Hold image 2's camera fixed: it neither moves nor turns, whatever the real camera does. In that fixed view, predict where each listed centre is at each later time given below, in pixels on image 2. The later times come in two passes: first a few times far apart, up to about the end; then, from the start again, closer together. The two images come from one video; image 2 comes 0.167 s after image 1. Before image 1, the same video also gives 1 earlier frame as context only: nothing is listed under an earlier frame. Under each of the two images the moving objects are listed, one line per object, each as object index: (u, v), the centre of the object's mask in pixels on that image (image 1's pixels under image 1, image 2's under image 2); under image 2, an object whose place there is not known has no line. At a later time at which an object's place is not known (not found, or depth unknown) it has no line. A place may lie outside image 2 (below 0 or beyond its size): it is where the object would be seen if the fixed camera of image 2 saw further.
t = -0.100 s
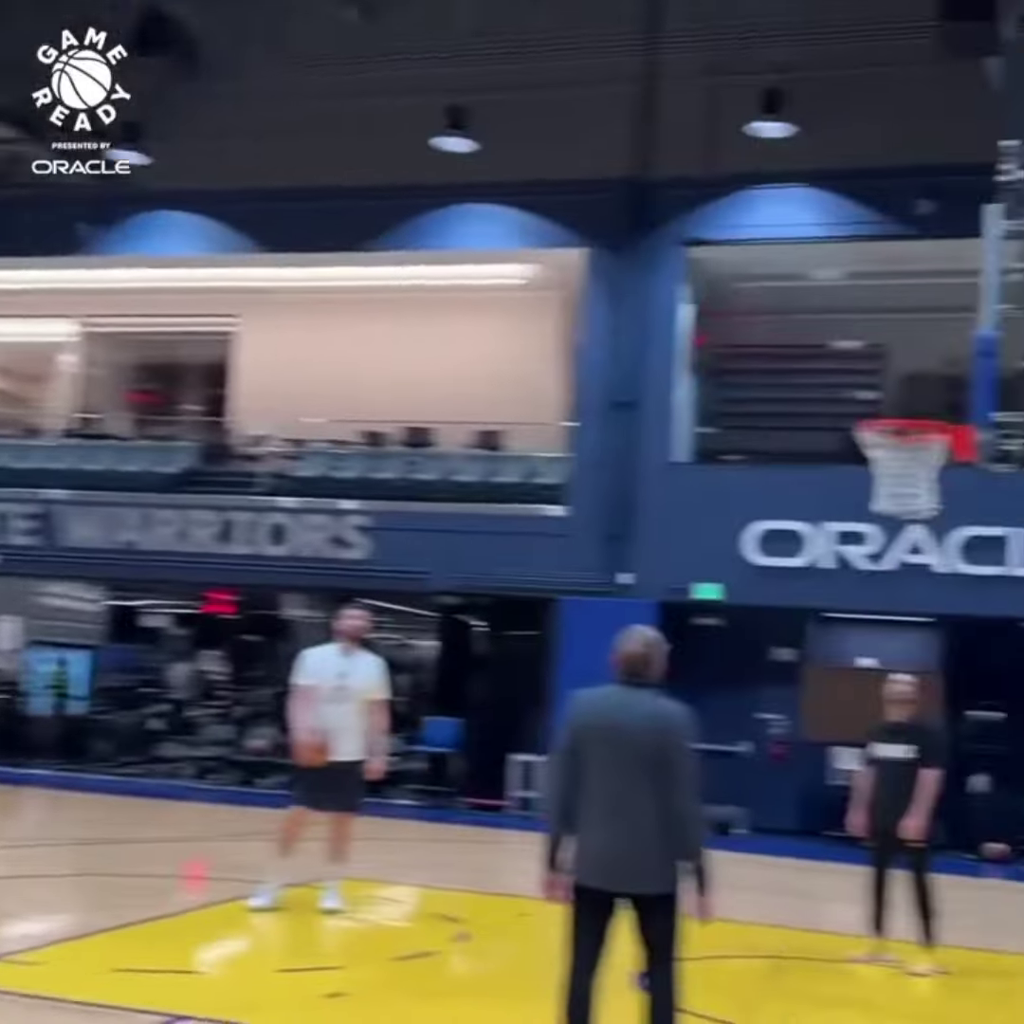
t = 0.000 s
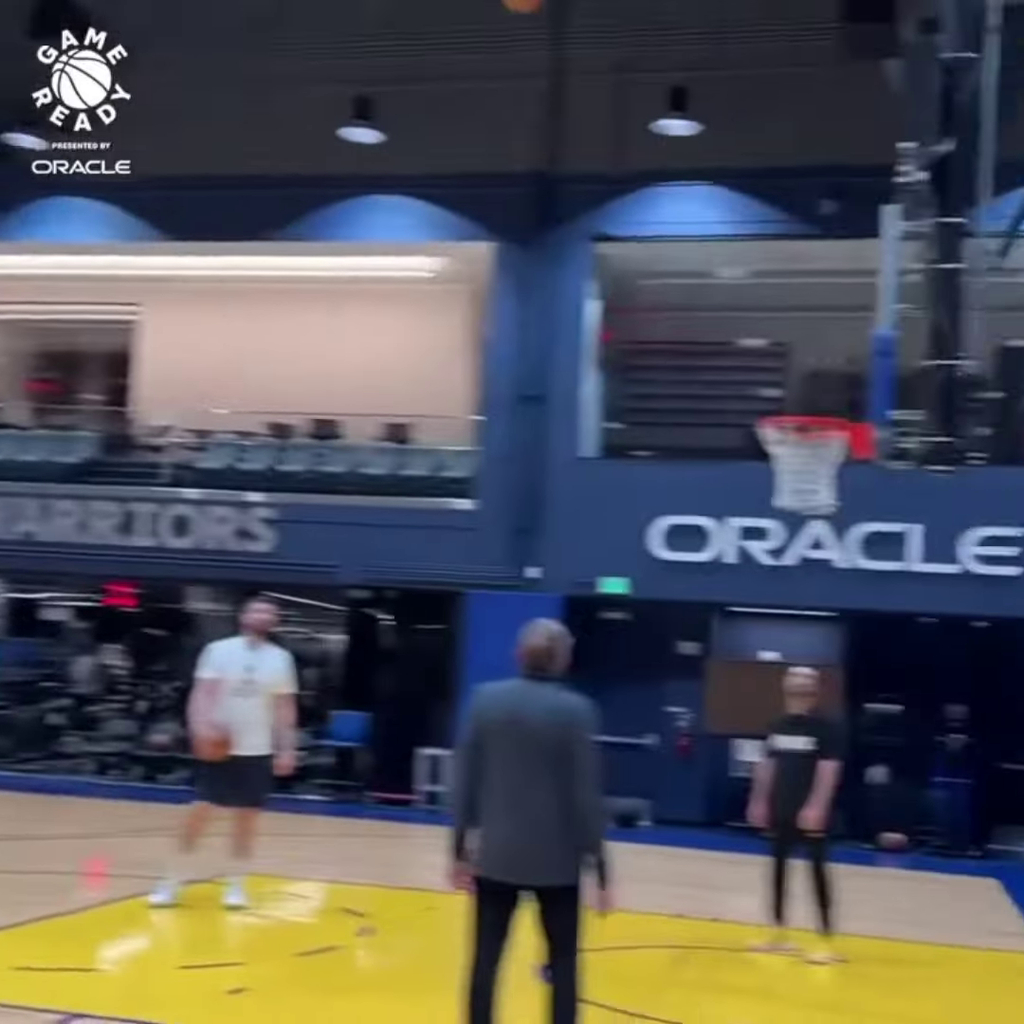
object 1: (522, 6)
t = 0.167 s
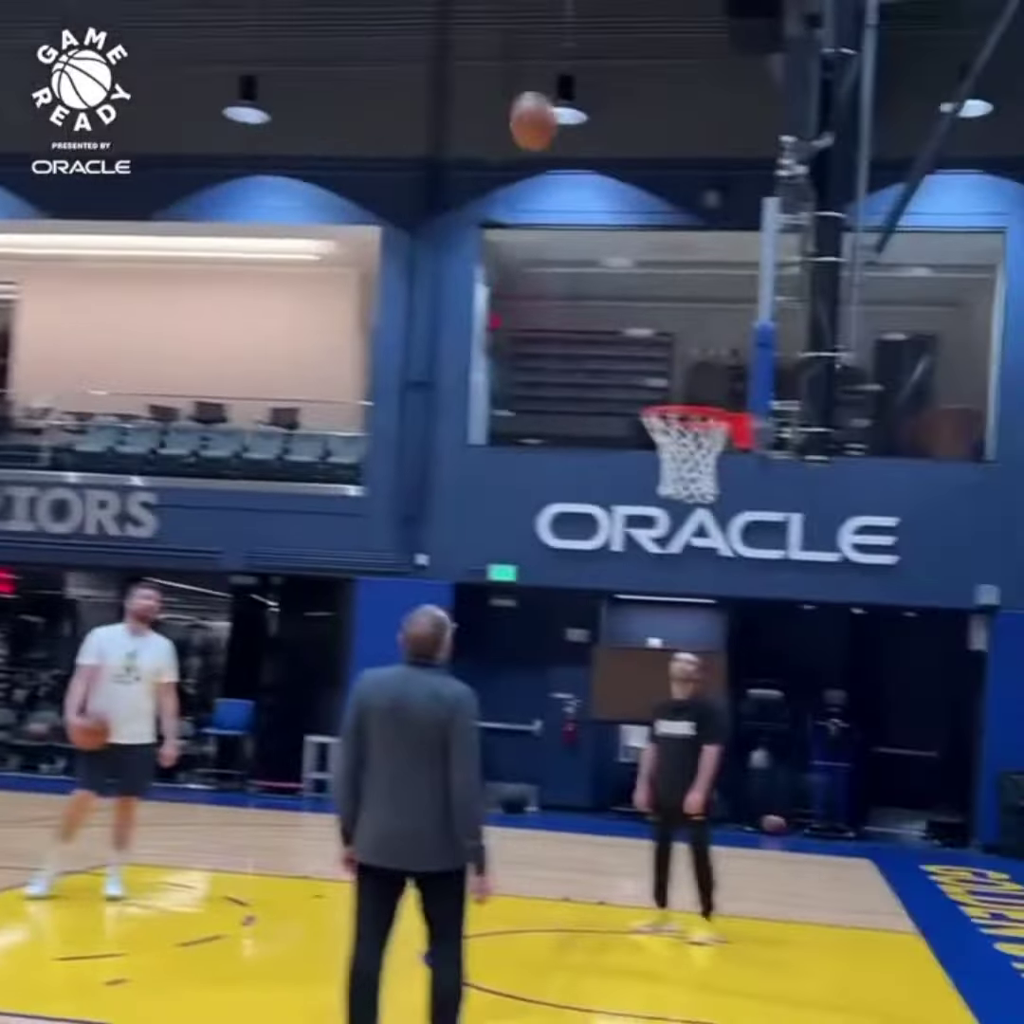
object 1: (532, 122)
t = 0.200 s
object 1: (554, 152)
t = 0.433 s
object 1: (686, 397)
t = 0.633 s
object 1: (673, 508)
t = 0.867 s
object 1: (618, 682)
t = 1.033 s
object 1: (583, 859)
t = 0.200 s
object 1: (554, 152)
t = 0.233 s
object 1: (576, 187)
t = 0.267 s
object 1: (596, 232)
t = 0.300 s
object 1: (615, 275)
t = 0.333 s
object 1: (634, 310)
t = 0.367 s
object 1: (652, 346)
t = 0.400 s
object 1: (670, 382)
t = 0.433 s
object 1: (686, 397)
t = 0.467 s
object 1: (692, 422)
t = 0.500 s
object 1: (698, 427)
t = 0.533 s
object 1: (693, 477)
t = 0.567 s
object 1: (690, 490)
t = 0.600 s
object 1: (680, 499)
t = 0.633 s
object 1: (673, 508)
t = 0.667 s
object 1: (666, 527)
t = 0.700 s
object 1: (657, 553)
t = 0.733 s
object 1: (649, 573)
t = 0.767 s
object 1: (643, 596)
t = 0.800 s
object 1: (634, 624)
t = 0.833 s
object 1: (625, 652)
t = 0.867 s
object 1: (618, 682)
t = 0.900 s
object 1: (610, 712)
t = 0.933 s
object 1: (603, 748)
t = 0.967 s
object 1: (596, 782)
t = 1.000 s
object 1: (590, 816)
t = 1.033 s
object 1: (583, 859)
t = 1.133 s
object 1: (562, 903)
